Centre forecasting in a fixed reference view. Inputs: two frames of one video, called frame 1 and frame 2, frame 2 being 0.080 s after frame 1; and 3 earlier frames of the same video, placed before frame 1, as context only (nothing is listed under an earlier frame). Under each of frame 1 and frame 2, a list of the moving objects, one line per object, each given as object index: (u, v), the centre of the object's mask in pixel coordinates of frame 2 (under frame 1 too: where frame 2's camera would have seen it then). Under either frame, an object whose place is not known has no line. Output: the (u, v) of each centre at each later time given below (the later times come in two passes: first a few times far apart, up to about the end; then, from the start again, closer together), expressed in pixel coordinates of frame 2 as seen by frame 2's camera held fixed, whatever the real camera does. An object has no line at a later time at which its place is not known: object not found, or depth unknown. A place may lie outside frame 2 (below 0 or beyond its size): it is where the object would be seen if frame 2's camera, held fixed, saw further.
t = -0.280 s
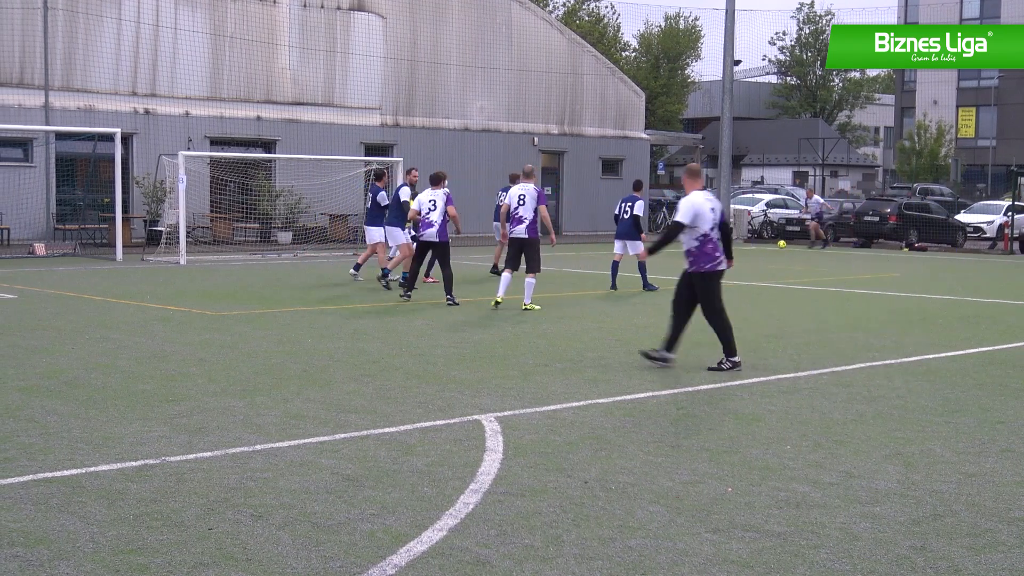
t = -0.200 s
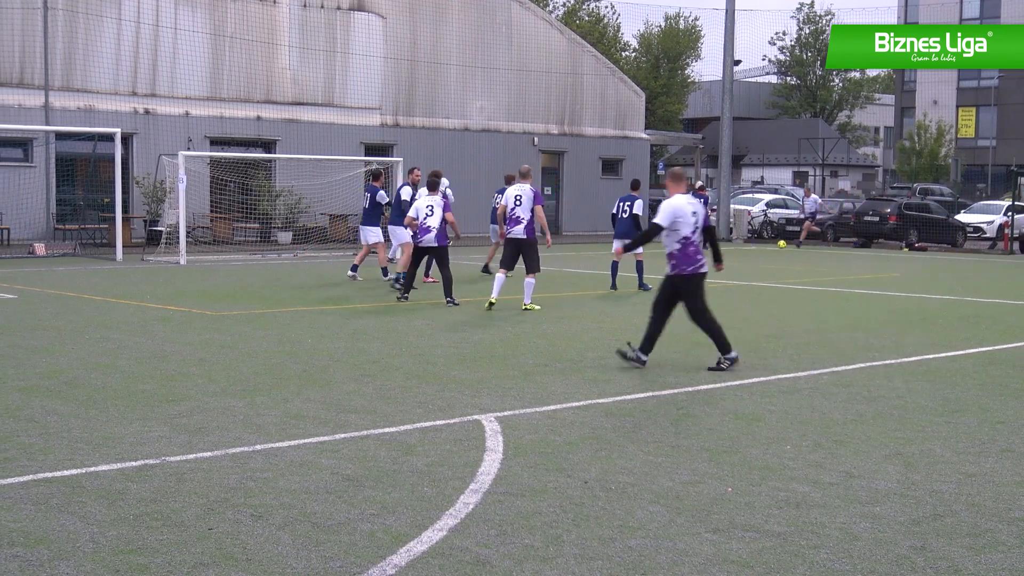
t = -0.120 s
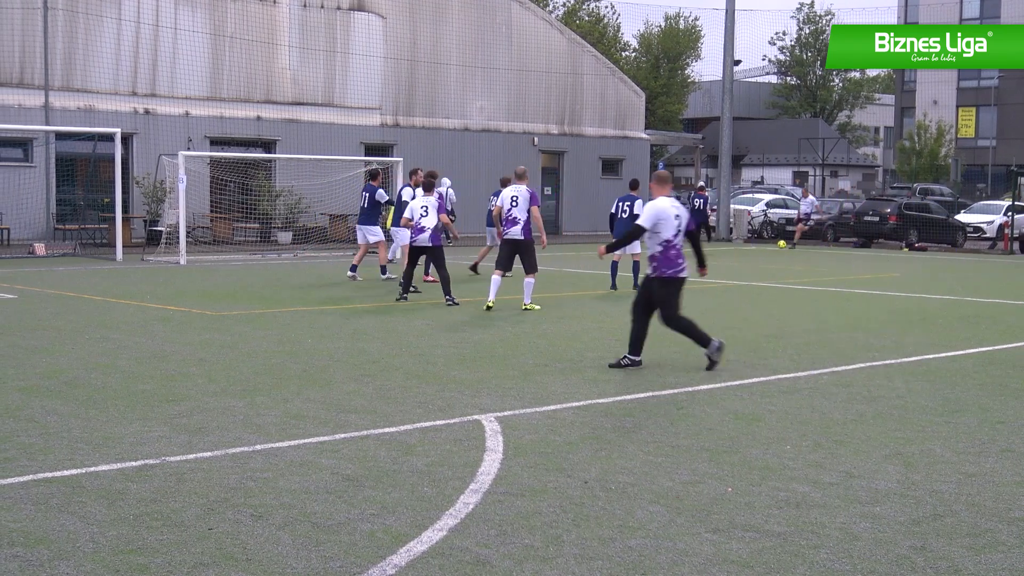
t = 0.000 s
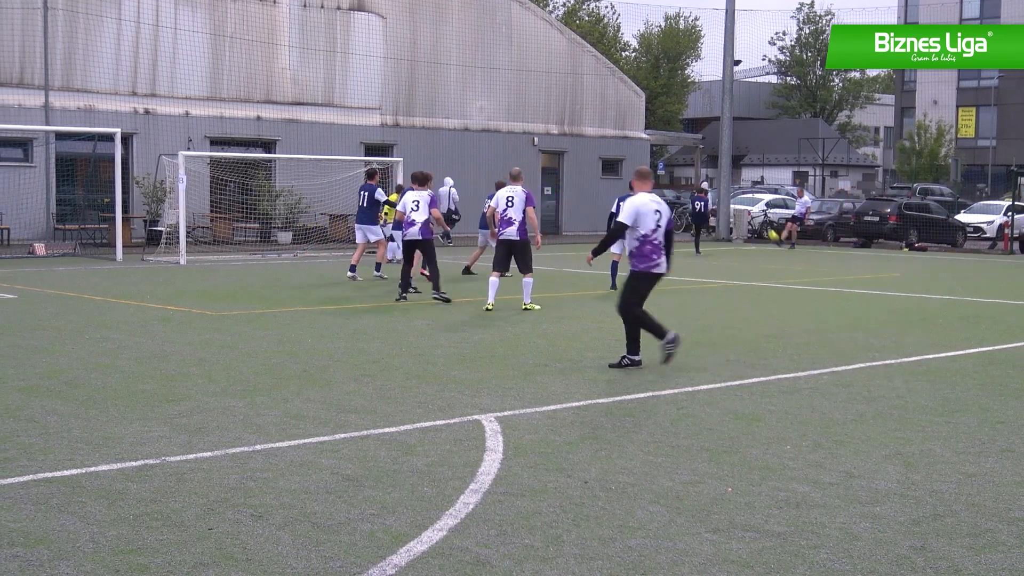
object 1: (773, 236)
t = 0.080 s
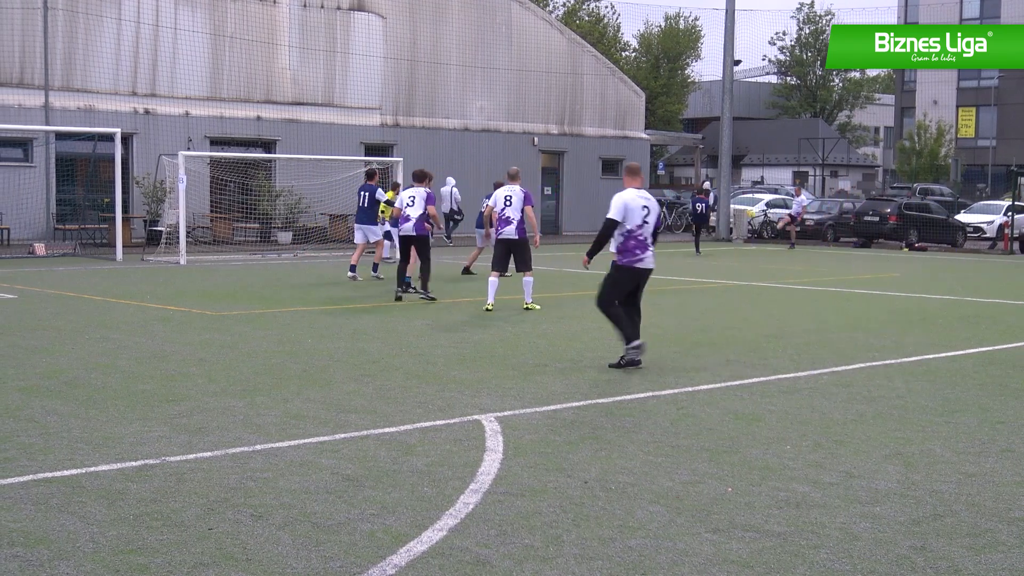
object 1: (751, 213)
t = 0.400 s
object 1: (660, 132)
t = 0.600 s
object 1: (600, 93)
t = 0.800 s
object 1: (537, 65)
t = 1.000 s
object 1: (468, 51)
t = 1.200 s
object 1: (393, 53)
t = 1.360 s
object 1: (325, 71)
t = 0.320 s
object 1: (683, 151)
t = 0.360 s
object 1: (671, 142)
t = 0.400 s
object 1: (660, 132)
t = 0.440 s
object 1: (649, 125)
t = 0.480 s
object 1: (636, 116)
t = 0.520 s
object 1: (625, 108)
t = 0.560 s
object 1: (613, 100)
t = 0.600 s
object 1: (600, 93)
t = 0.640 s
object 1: (588, 87)
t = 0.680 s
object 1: (576, 80)
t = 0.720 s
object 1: (563, 75)
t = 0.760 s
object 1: (550, 70)
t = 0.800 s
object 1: (537, 65)
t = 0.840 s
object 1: (523, 61)
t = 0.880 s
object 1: (510, 58)
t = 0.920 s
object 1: (496, 55)
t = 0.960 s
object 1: (482, 53)
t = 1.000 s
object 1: (468, 51)
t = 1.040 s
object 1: (453, 50)
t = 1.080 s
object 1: (439, 50)
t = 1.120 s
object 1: (424, 50)
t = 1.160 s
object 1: (408, 51)
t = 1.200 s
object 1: (393, 53)
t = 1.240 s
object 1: (376, 56)
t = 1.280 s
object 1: (360, 60)
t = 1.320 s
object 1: (343, 64)
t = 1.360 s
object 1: (325, 71)
